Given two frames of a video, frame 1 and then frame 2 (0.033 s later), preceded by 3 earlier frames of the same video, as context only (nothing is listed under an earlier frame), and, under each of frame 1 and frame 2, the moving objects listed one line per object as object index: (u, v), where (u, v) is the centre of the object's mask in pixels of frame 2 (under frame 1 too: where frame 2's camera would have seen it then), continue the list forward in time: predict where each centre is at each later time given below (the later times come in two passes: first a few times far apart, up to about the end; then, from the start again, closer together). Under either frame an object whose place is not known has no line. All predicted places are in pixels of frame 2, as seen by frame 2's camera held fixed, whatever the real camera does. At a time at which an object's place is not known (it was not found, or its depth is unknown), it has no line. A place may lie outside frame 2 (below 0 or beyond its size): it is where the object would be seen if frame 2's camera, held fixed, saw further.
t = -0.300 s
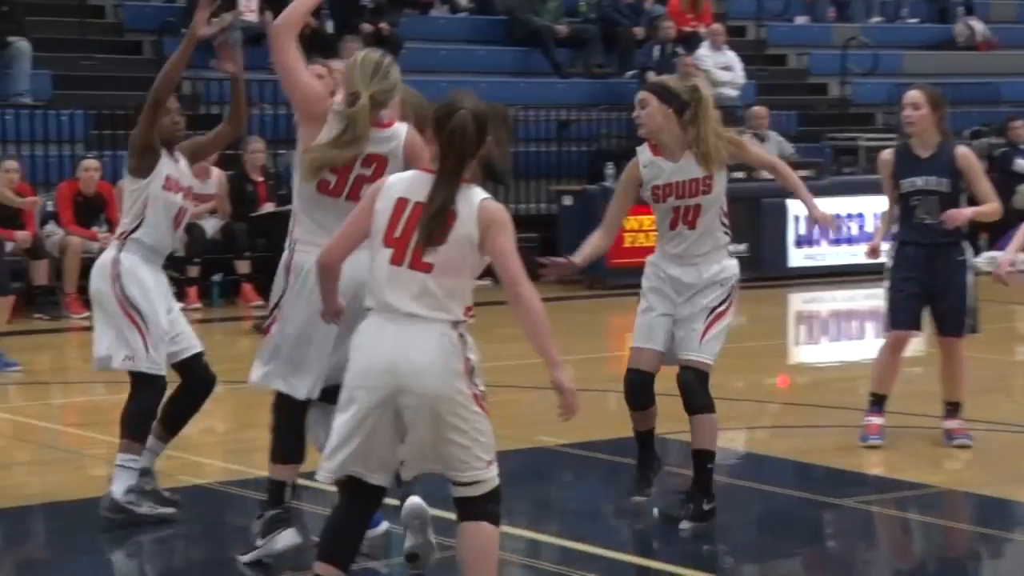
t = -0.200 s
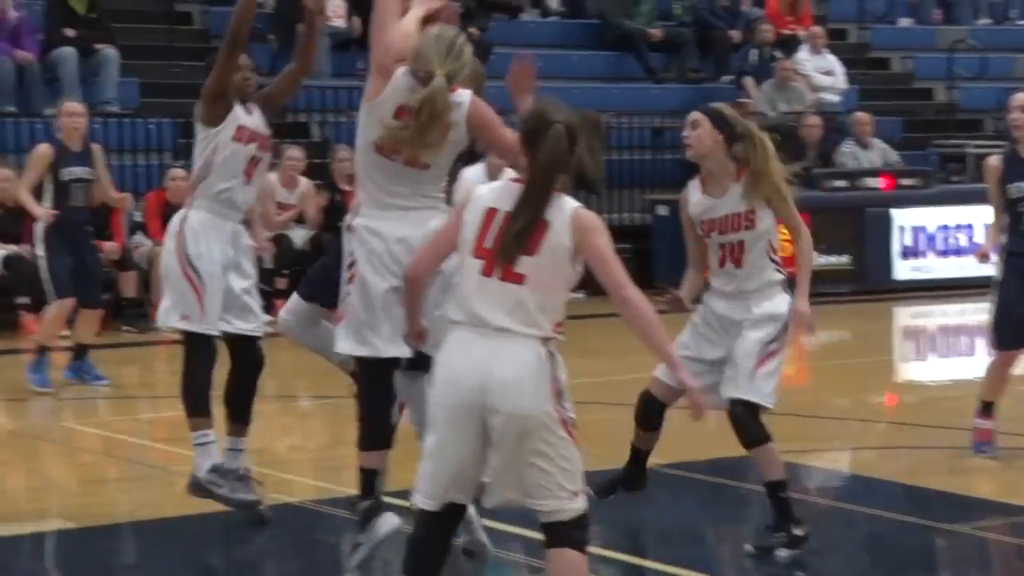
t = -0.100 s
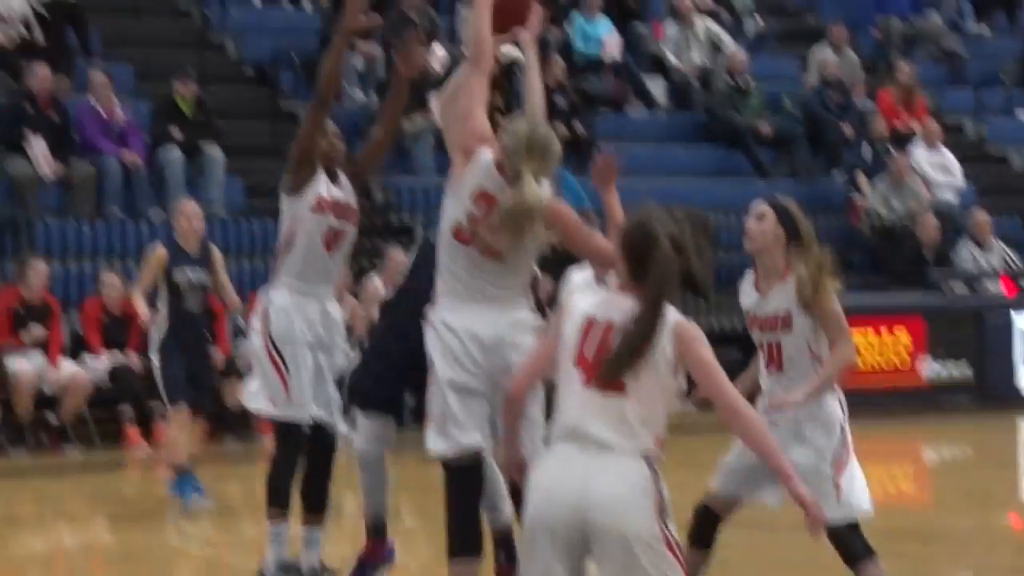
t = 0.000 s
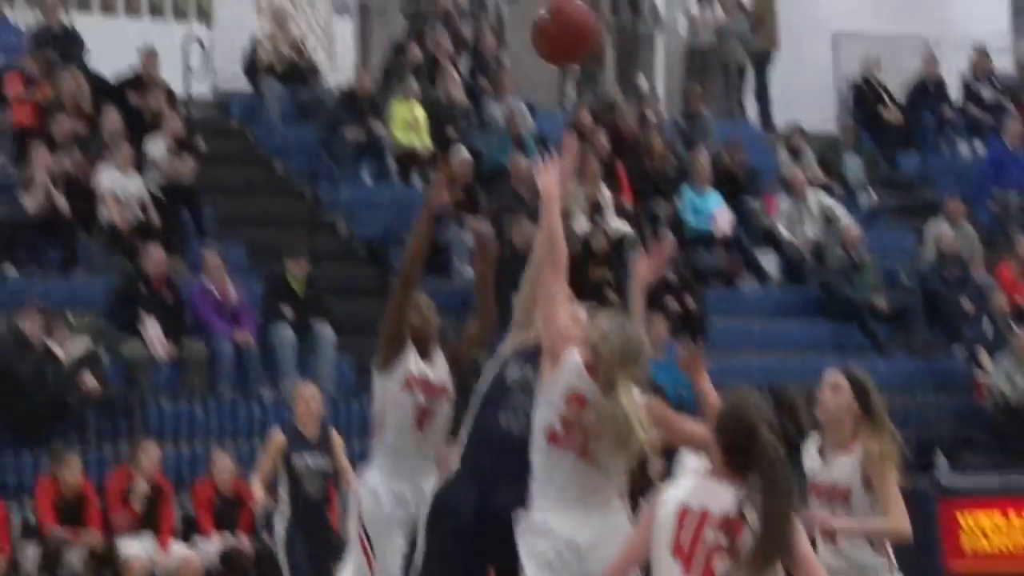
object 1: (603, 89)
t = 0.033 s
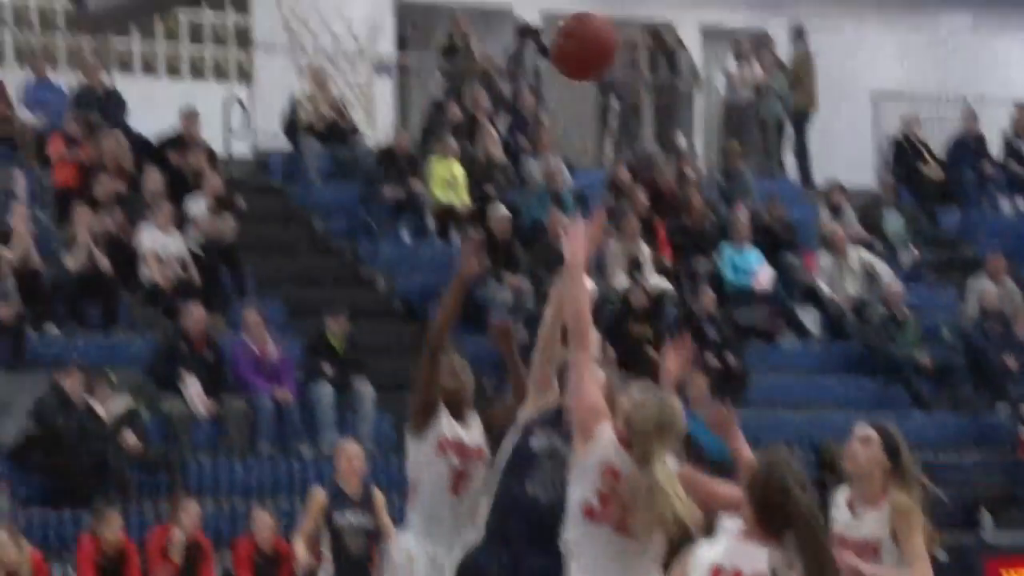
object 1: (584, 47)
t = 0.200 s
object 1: (497, -119)
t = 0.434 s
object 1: (333, -242)
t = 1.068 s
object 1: (322, 67)
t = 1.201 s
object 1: (337, 162)
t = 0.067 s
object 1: (565, 10)
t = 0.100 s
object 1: (549, -23)
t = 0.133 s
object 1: (532, -59)
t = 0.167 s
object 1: (515, -90)
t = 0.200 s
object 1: (497, -119)
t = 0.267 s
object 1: (461, -168)
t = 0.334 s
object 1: (422, -210)
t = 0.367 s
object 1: (410, -224)
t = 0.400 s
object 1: (397, -238)
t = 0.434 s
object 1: (333, -242)
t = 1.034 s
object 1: (318, 52)
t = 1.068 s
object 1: (322, 67)
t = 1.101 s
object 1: (325, 86)
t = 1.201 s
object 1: (337, 162)
